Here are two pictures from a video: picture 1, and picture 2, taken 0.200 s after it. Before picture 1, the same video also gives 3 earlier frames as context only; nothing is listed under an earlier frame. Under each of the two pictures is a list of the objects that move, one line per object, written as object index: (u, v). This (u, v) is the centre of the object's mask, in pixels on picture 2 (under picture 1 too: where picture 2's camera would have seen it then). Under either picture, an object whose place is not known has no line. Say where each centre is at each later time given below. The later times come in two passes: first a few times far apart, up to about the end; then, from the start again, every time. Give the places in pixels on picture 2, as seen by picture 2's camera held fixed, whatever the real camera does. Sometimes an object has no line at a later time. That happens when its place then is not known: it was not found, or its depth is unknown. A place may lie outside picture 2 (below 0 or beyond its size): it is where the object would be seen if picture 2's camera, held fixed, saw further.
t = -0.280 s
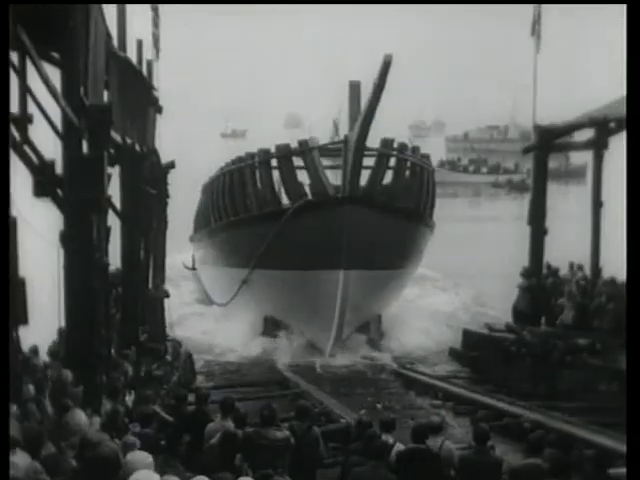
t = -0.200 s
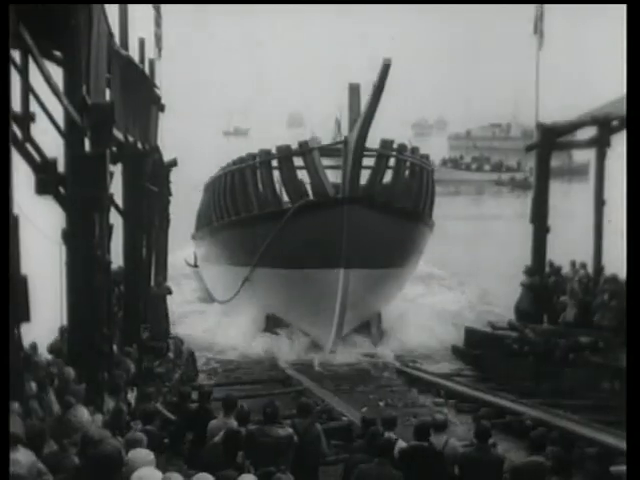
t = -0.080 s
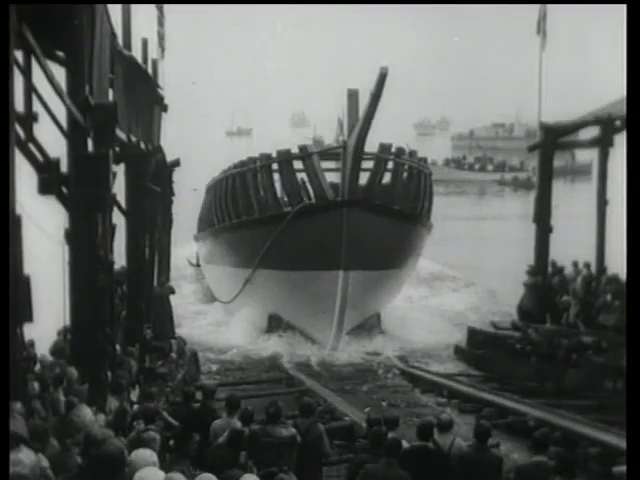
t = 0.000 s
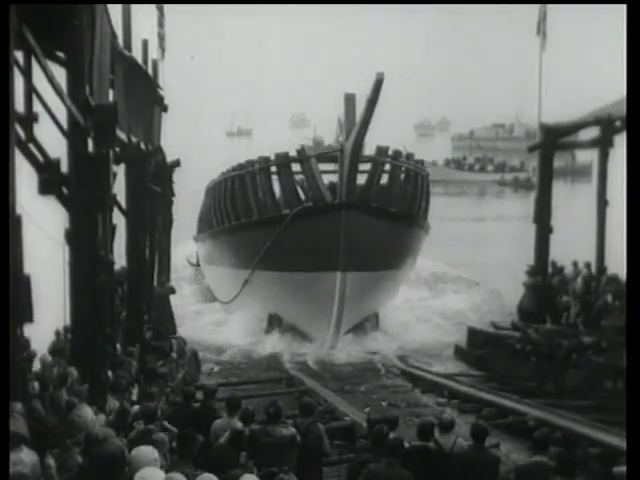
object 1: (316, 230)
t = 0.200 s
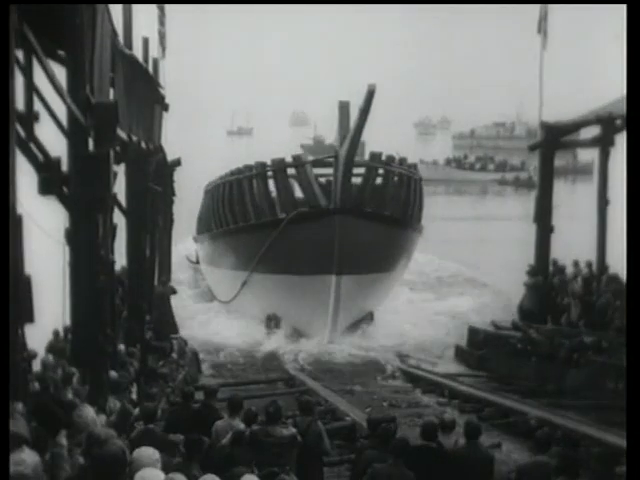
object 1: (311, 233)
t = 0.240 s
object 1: (311, 232)
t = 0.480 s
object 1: (305, 239)
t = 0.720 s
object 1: (298, 238)
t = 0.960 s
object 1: (292, 237)
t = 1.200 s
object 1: (289, 234)
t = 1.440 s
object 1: (286, 231)
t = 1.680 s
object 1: (283, 226)
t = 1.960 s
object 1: (281, 222)
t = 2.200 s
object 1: (279, 220)
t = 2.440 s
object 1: (277, 218)
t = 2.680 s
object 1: (276, 215)
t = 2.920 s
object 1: (274, 213)
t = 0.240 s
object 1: (311, 232)
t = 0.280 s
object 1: (310, 235)
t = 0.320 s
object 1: (309, 236)
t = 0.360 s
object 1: (308, 237)
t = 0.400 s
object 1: (307, 237)
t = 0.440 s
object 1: (306, 239)
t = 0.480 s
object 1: (305, 239)
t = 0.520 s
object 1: (304, 239)
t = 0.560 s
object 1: (303, 240)
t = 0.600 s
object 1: (302, 239)
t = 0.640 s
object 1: (301, 239)
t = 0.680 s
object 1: (299, 238)
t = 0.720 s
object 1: (298, 238)
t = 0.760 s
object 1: (297, 239)
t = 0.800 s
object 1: (296, 238)
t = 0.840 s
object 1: (296, 239)
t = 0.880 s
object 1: (295, 239)
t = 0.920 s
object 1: (294, 238)
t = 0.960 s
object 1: (292, 237)
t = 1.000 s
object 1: (292, 237)
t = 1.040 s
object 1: (291, 237)
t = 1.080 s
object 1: (290, 236)
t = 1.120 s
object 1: (290, 236)
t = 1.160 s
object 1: (289, 235)
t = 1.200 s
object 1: (289, 234)
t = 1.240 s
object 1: (288, 234)
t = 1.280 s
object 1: (288, 234)
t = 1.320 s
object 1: (288, 233)
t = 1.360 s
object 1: (287, 232)
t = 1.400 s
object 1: (287, 232)
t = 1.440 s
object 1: (286, 231)
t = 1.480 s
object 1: (286, 230)
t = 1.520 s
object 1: (285, 230)
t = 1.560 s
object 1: (285, 230)
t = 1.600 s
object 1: (284, 229)
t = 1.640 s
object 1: (284, 226)
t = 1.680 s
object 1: (283, 226)
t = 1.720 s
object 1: (283, 225)
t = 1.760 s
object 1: (283, 225)
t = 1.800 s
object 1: (283, 225)
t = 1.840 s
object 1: (282, 224)
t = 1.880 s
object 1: (282, 223)
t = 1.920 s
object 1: (282, 223)
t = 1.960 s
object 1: (281, 222)
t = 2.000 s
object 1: (281, 222)
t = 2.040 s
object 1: (281, 222)
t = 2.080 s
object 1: (280, 221)
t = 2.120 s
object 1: (280, 221)
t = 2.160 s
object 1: (279, 220)
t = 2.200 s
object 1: (279, 220)
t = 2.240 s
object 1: (279, 219)
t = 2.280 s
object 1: (278, 219)
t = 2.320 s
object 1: (278, 219)
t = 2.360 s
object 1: (278, 218)
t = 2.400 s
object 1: (277, 218)
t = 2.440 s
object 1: (277, 218)
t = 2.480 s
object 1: (276, 217)
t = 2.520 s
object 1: (276, 217)
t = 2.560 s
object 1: (276, 217)
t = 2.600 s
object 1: (276, 216)
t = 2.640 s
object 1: (275, 216)
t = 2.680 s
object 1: (276, 215)
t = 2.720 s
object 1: (275, 214)
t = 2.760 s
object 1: (275, 214)
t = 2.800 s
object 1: (275, 214)
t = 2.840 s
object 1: (275, 214)
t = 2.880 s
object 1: (274, 219)
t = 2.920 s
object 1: (274, 213)
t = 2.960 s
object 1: (273, 219)
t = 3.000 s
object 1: (273, 218)
